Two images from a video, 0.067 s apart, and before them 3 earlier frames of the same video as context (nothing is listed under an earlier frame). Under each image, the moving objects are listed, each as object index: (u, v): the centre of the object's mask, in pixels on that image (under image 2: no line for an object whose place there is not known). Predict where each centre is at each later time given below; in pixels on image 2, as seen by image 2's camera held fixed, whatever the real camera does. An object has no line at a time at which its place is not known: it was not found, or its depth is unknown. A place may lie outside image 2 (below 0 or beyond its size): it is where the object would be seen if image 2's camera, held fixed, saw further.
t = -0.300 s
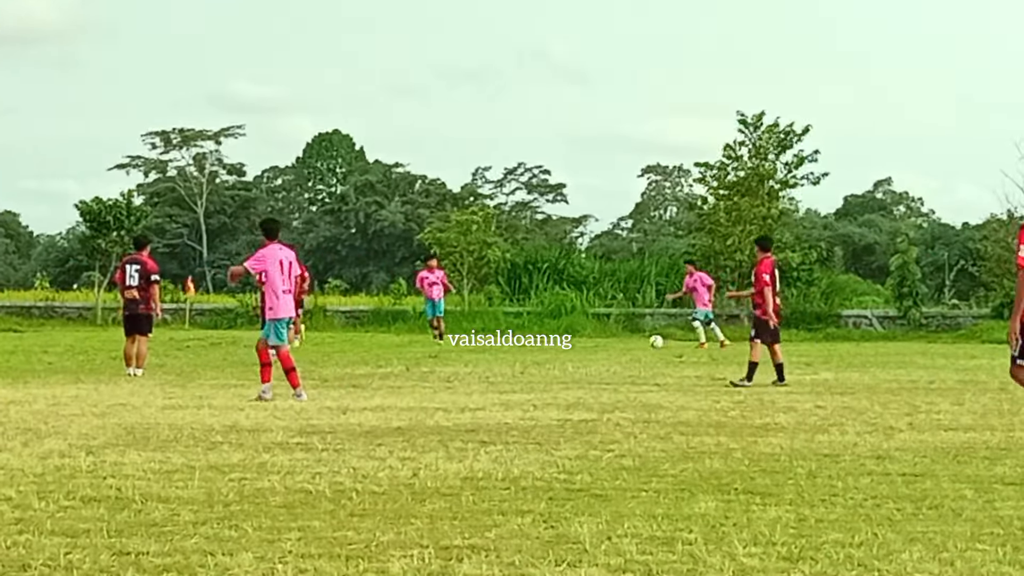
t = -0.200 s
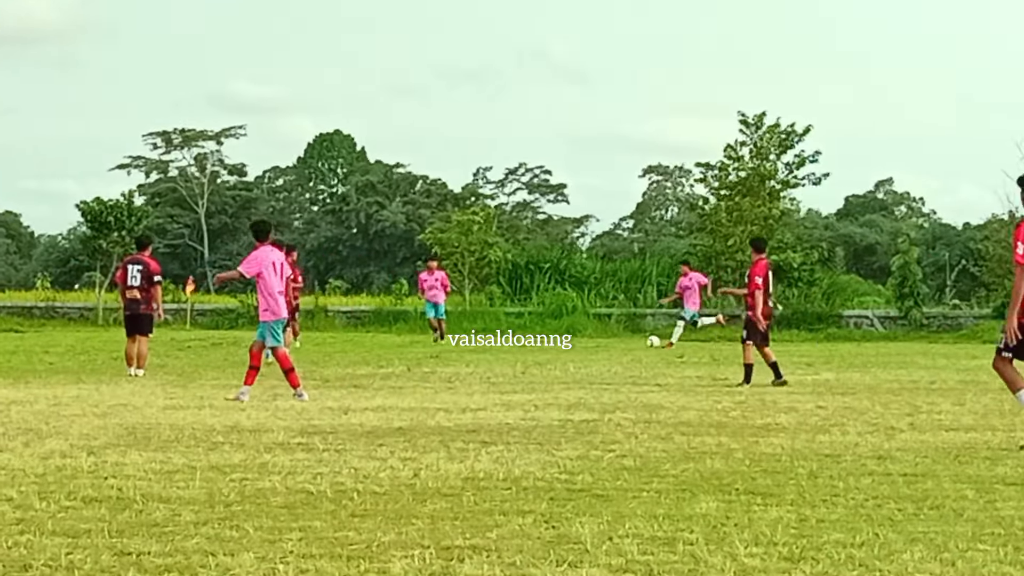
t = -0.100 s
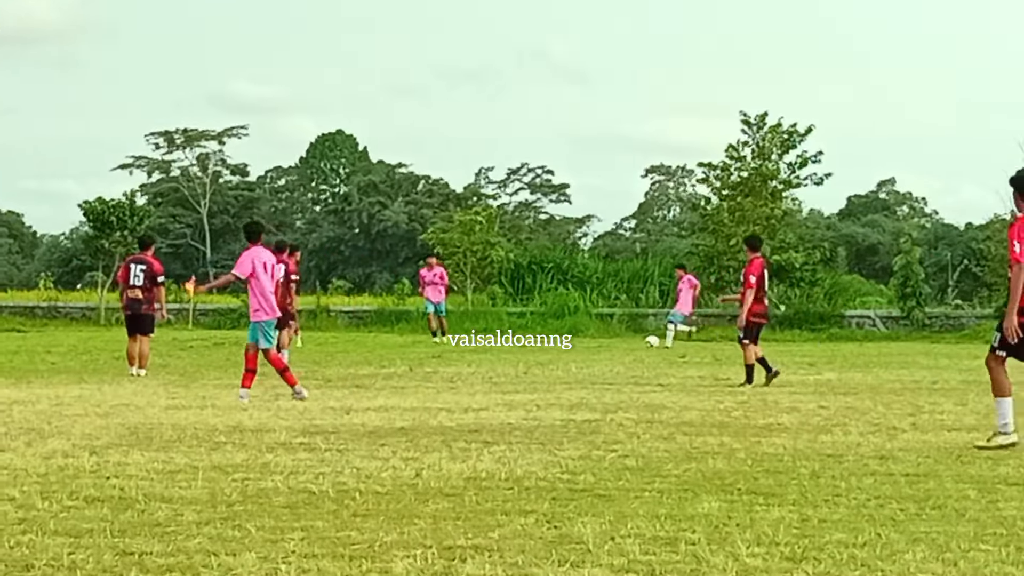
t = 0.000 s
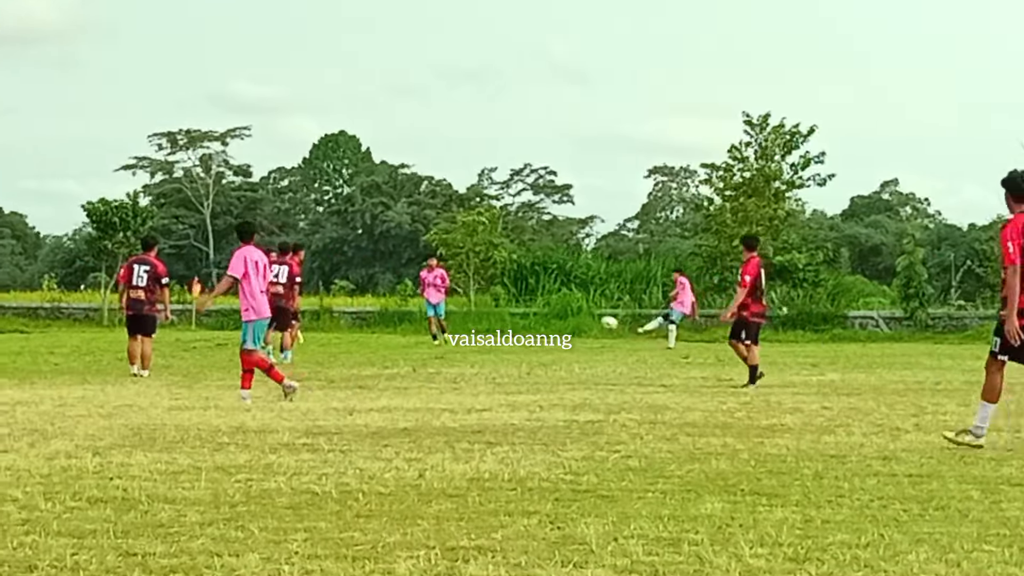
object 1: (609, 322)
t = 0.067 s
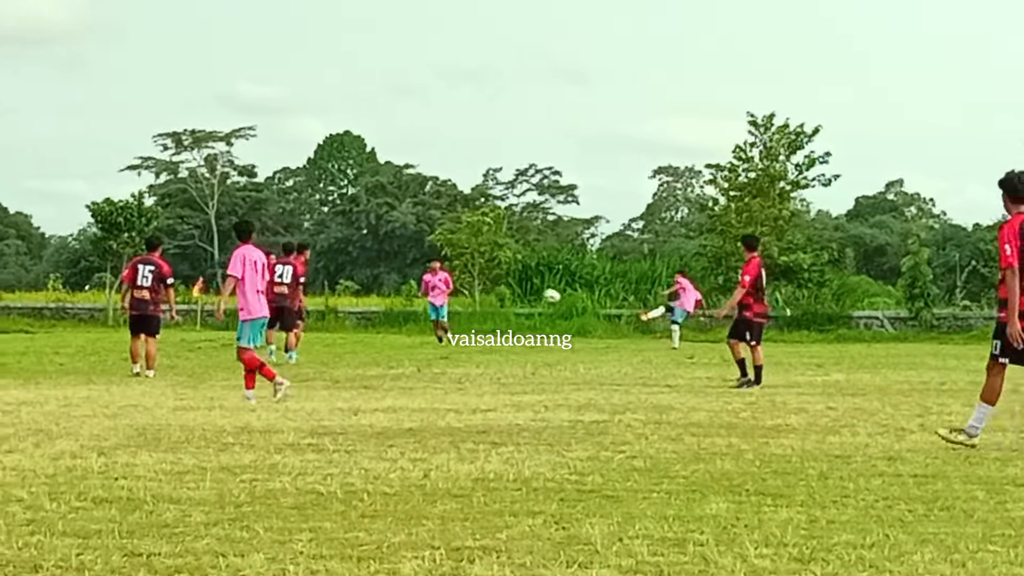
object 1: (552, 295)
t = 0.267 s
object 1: (366, 230)
